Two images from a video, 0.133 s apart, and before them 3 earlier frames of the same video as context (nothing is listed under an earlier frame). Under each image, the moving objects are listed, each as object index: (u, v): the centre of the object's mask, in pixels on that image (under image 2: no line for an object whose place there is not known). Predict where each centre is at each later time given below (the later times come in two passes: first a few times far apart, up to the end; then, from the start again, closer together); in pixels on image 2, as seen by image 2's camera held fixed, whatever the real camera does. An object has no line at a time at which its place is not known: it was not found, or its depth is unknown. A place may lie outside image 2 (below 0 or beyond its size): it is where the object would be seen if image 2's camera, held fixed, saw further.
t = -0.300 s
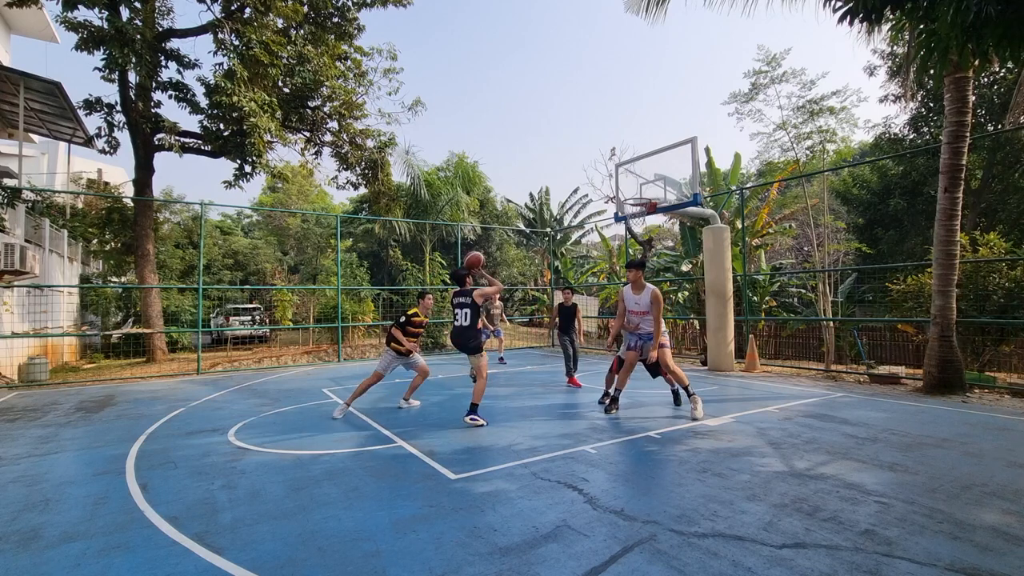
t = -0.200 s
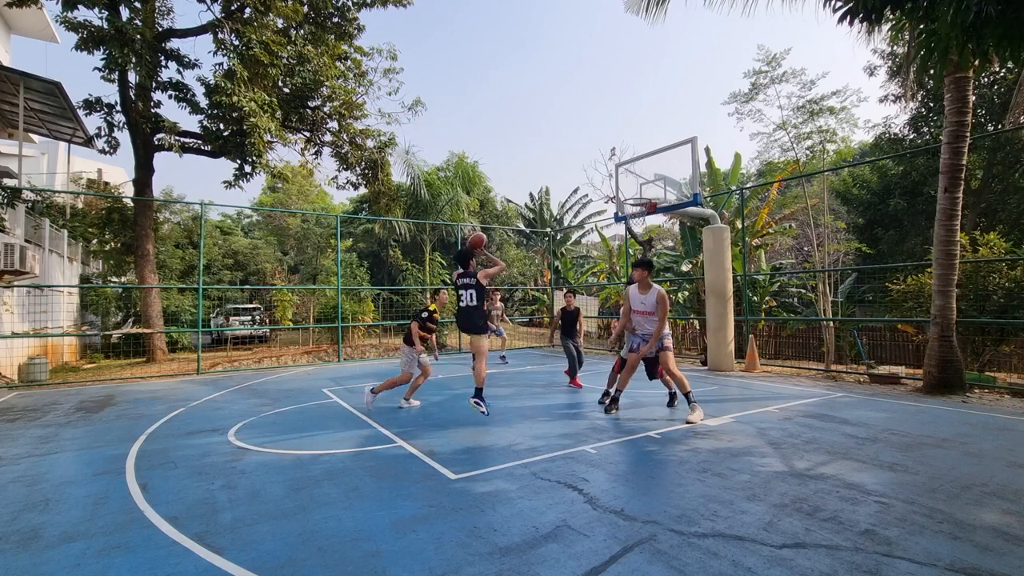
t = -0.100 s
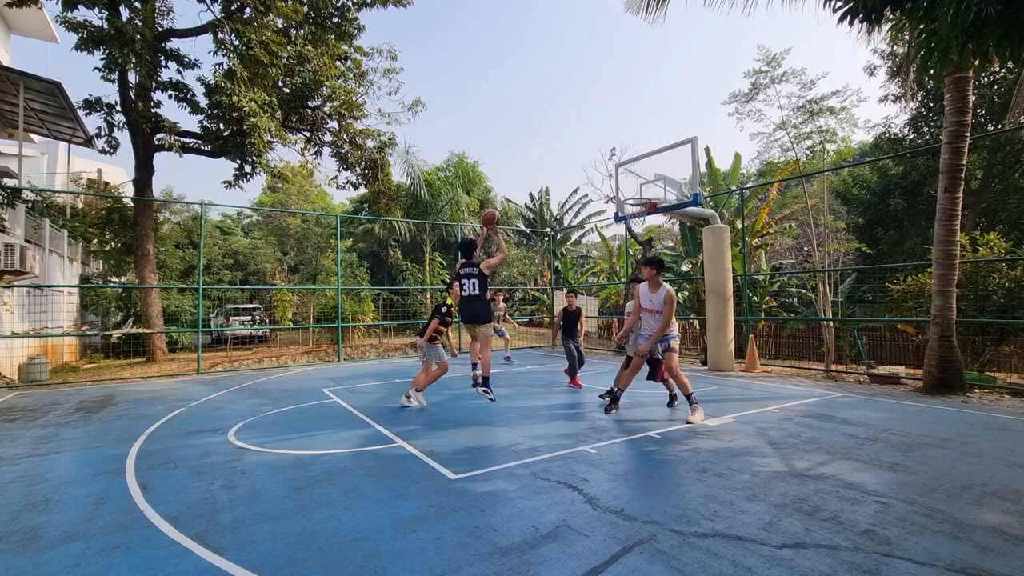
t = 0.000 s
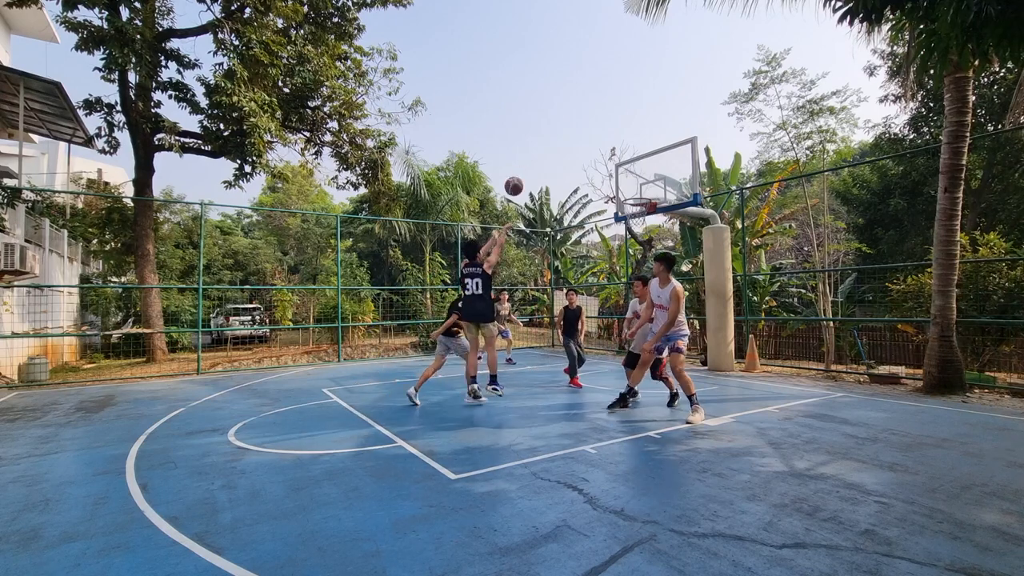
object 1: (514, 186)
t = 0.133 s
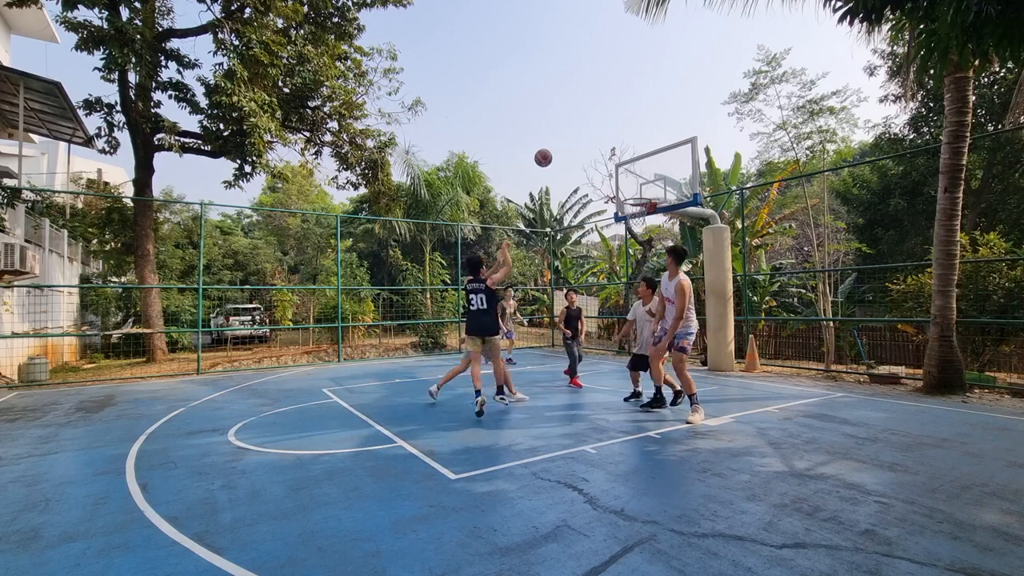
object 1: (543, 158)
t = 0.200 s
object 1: (556, 150)
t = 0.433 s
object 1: (598, 147)
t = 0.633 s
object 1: (628, 171)
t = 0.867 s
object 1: (628, 181)
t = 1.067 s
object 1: (594, 168)
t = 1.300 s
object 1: (556, 181)
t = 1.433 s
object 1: (533, 201)
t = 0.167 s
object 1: (550, 153)
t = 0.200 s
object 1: (556, 150)
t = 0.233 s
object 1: (563, 147)
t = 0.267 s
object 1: (569, 145)
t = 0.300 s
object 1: (575, 144)
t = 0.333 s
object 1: (581, 144)
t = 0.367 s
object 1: (587, 144)
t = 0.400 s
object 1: (593, 145)
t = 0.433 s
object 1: (598, 147)
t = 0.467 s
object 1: (603, 150)
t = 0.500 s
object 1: (609, 152)
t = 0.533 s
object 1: (613, 156)
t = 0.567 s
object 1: (618, 160)
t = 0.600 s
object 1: (623, 166)
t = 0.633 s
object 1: (628, 171)
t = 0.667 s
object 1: (632, 177)
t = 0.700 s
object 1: (636, 183)
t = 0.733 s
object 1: (641, 190)
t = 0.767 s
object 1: (645, 196)
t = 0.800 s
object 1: (639, 191)
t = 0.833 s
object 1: (633, 186)
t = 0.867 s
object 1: (628, 181)
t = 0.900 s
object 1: (622, 177)
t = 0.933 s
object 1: (616, 174)
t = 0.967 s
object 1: (611, 172)
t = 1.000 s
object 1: (605, 170)
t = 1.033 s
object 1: (600, 169)
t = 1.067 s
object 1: (594, 168)
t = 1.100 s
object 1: (588, 168)
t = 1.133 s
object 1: (583, 169)
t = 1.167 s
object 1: (578, 170)
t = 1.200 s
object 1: (572, 172)
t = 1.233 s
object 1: (566, 174)
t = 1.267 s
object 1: (561, 177)
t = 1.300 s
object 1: (556, 181)
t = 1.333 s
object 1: (551, 185)
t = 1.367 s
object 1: (545, 190)
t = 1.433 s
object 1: (533, 201)
